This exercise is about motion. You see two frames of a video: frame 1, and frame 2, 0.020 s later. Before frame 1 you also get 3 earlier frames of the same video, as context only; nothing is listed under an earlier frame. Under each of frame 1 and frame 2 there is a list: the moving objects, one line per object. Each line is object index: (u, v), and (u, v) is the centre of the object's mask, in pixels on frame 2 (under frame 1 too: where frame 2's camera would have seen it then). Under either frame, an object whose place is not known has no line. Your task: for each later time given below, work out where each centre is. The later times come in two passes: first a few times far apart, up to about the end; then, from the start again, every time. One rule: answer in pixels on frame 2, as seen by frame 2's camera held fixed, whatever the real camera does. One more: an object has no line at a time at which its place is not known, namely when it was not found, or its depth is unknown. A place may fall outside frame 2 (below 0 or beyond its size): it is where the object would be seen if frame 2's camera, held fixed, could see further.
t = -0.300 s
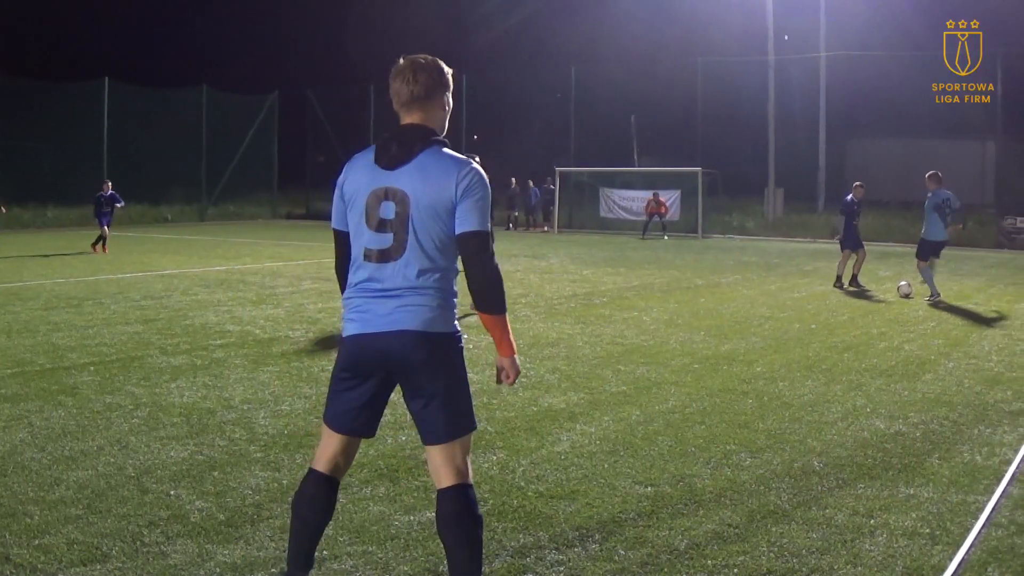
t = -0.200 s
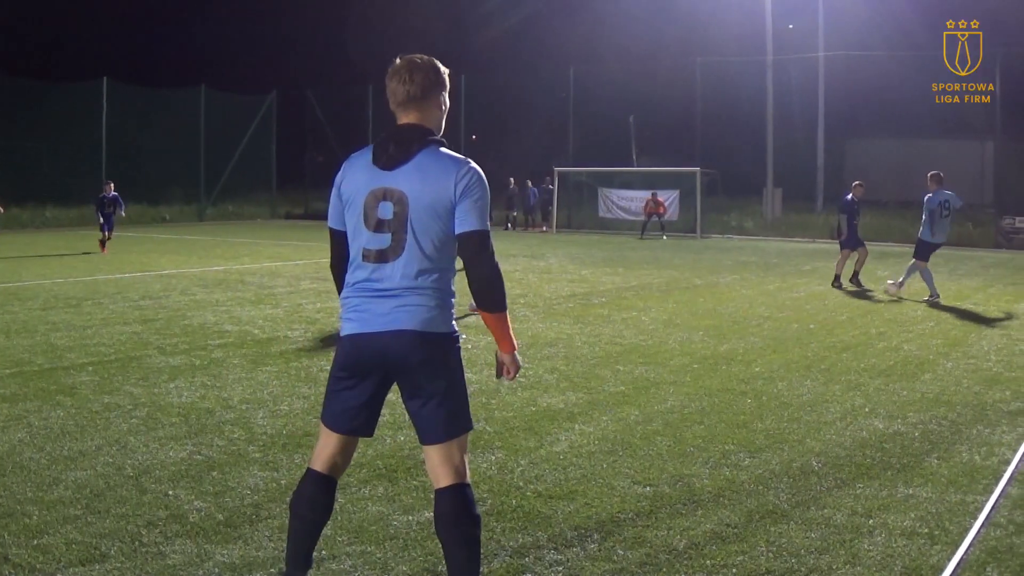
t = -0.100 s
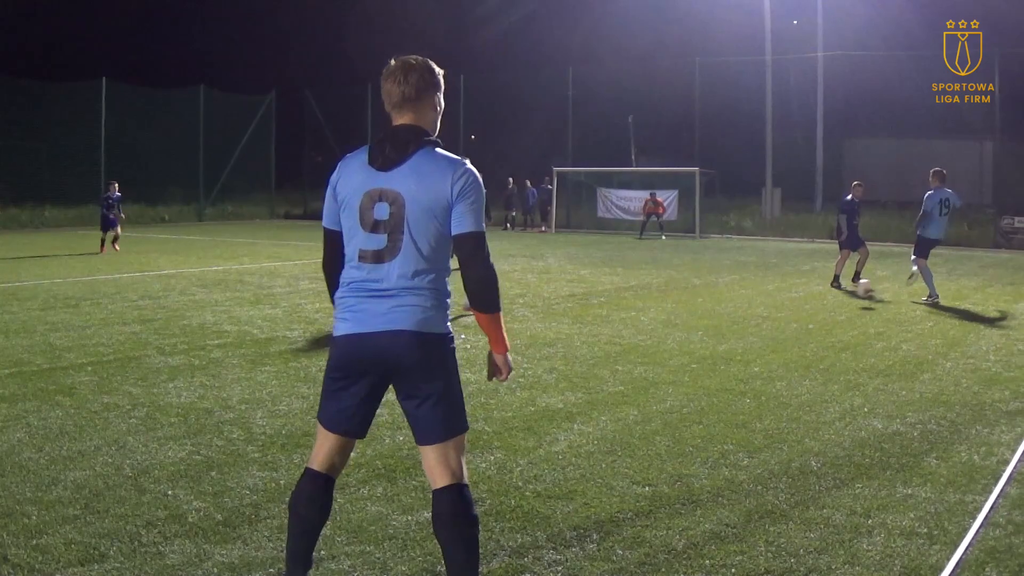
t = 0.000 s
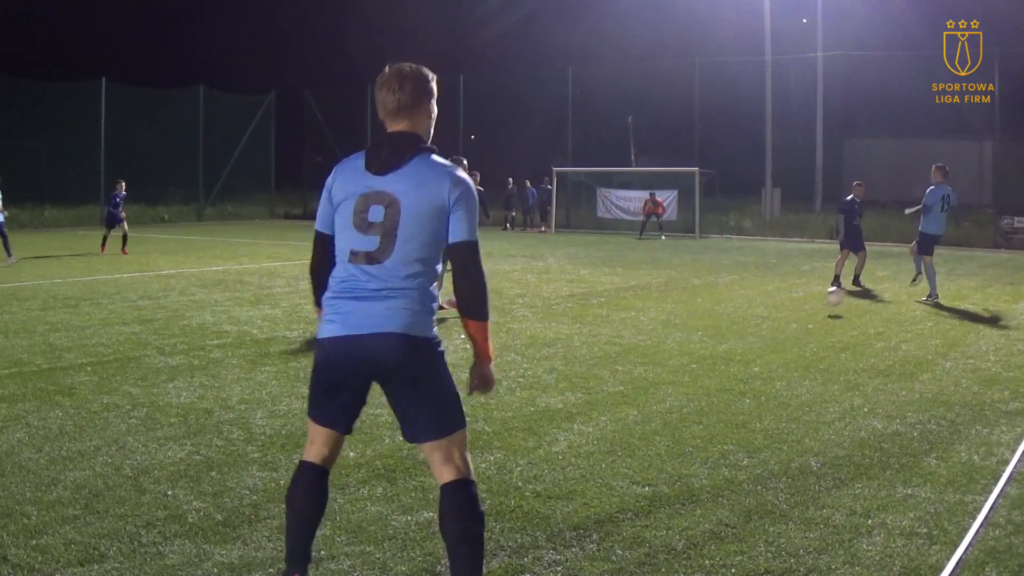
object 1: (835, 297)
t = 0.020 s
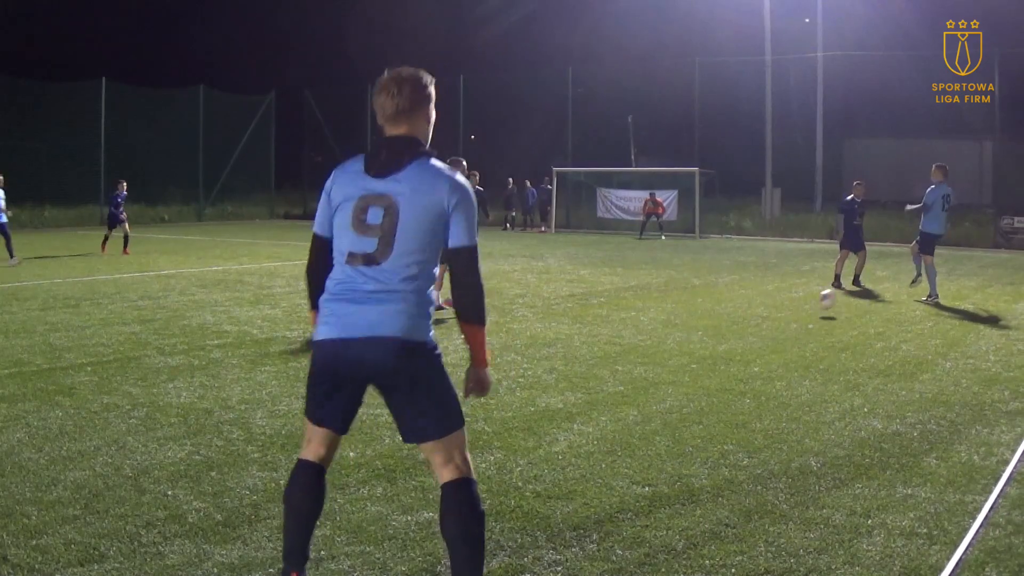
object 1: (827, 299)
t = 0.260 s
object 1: (739, 317)
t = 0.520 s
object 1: (619, 348)
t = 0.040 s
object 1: (819, 303)
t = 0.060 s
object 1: (812, 308)
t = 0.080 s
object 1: (806, 311)
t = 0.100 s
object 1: (799, 312)
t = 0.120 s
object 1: (793, 312)
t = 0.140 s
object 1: (785, 311)
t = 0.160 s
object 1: (778, 311)
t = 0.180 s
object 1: (771, 311)
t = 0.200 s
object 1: (764, 312)
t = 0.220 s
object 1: (756, 314)
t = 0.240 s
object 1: (747, 314)
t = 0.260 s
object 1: (739, 317)
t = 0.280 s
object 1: (731, 320)
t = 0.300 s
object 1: (722, 324)
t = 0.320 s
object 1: (712, 328)
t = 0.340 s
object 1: (702, 333)
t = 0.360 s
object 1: (693, 337)
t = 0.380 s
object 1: (684, 338)
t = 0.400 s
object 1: (675, 338)
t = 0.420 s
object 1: (667, 338)
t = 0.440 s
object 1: (658, 339)
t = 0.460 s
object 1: (649, 340)
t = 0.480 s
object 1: (639, 342)
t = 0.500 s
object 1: (629, 344)
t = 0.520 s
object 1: (619, 348)
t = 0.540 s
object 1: (608, 351)
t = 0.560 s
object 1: (596, 356)
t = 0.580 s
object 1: (585, 360)
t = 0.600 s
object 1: (574, 363)
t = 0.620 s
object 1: (565, 363)
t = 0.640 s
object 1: (555, 362)
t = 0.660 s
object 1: (545, 362)
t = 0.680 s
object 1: (533, 363)
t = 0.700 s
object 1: (523, 365)
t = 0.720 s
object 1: (511, 369)
